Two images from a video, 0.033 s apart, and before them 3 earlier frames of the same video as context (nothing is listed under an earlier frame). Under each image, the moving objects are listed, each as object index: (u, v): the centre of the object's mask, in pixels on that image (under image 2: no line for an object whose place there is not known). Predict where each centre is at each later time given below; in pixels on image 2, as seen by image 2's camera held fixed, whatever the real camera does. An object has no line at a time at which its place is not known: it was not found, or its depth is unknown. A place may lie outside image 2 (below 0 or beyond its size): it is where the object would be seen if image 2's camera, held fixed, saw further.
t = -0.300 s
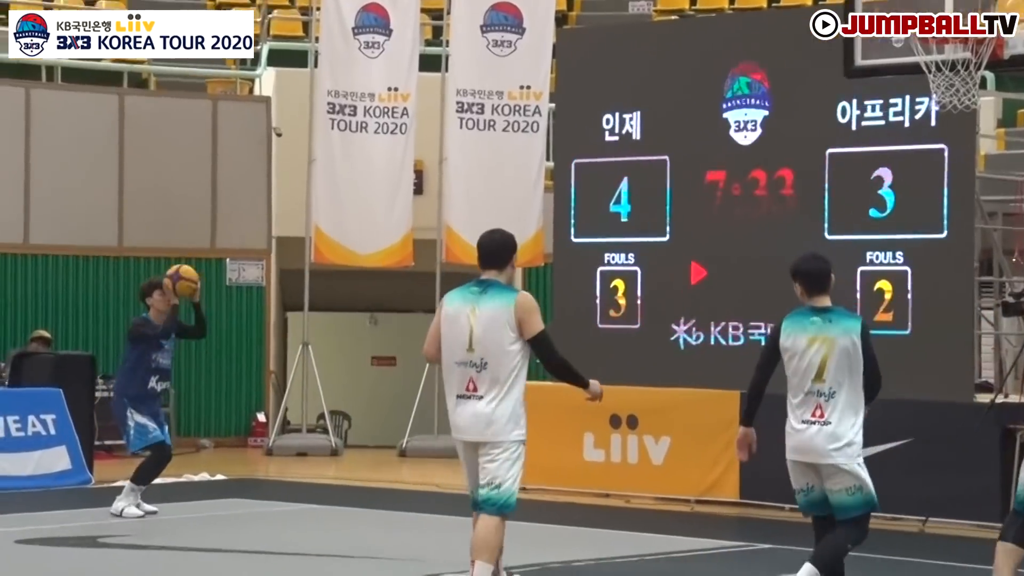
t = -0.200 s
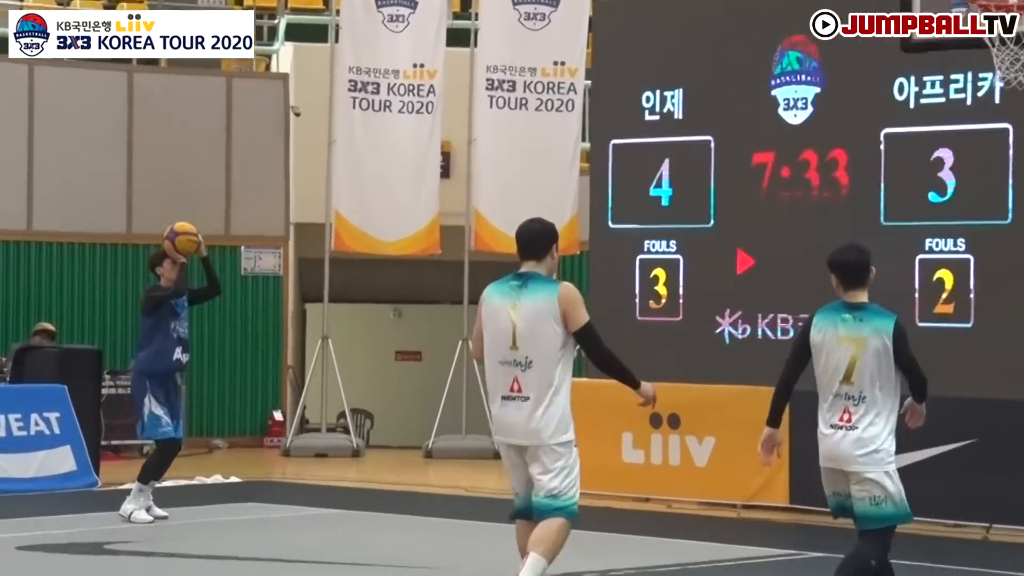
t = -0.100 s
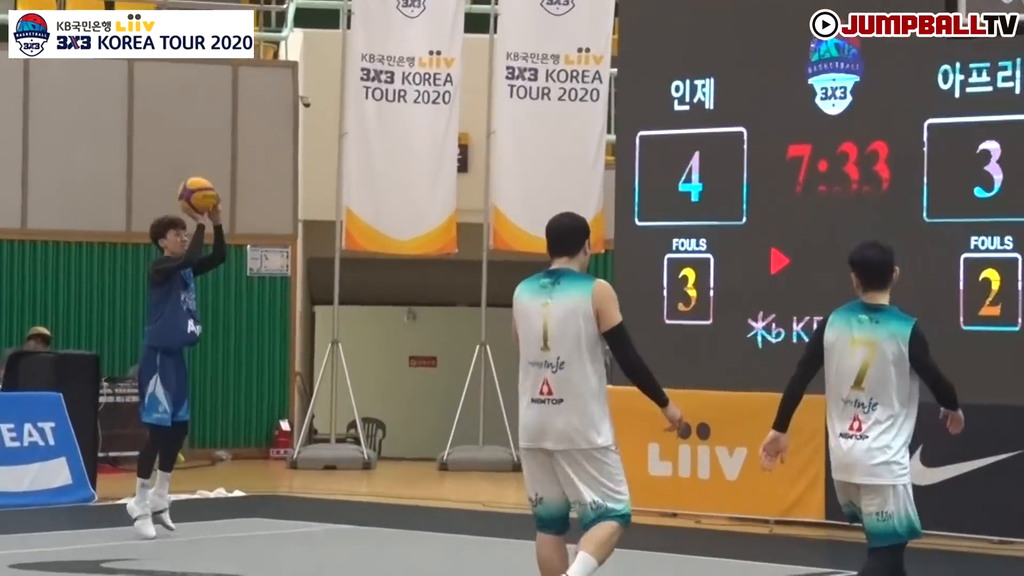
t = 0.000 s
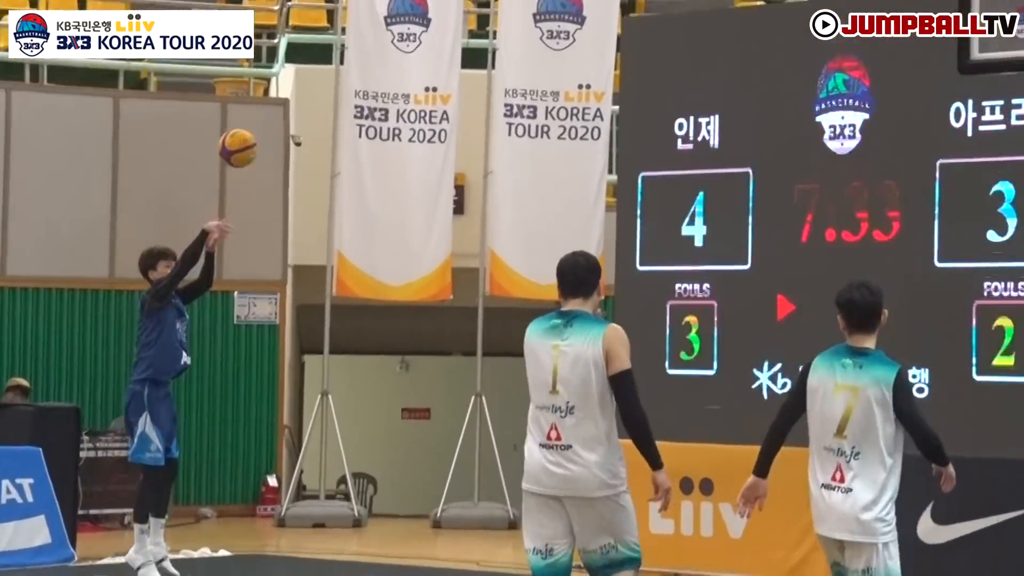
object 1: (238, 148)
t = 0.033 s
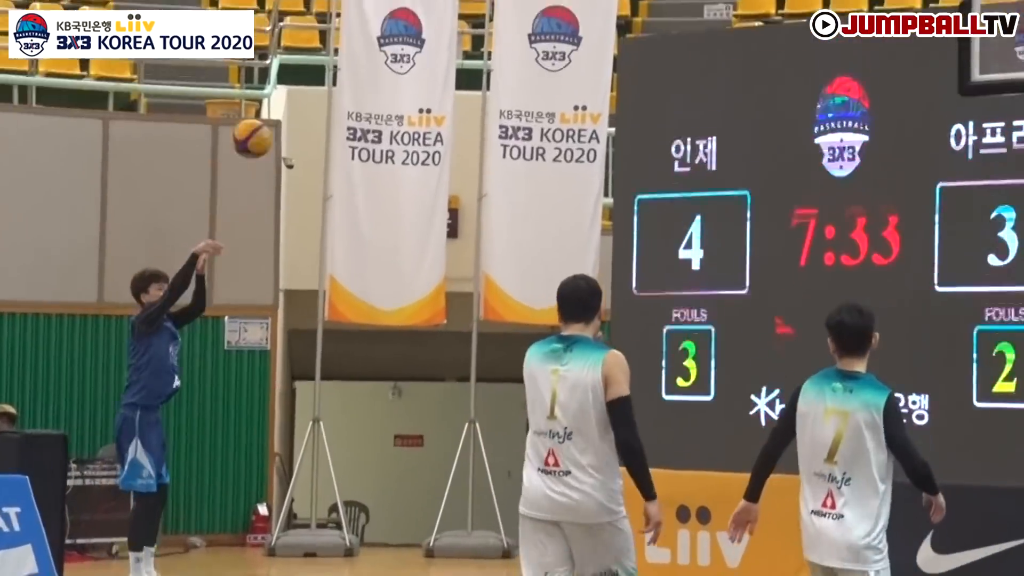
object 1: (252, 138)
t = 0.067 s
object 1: (274, 106)
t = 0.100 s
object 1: (297, 73)
